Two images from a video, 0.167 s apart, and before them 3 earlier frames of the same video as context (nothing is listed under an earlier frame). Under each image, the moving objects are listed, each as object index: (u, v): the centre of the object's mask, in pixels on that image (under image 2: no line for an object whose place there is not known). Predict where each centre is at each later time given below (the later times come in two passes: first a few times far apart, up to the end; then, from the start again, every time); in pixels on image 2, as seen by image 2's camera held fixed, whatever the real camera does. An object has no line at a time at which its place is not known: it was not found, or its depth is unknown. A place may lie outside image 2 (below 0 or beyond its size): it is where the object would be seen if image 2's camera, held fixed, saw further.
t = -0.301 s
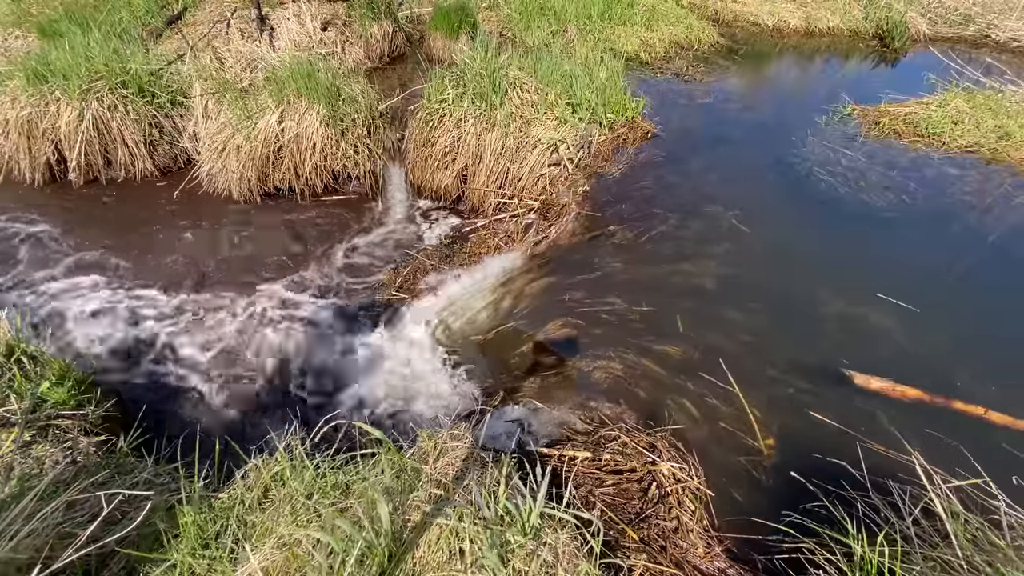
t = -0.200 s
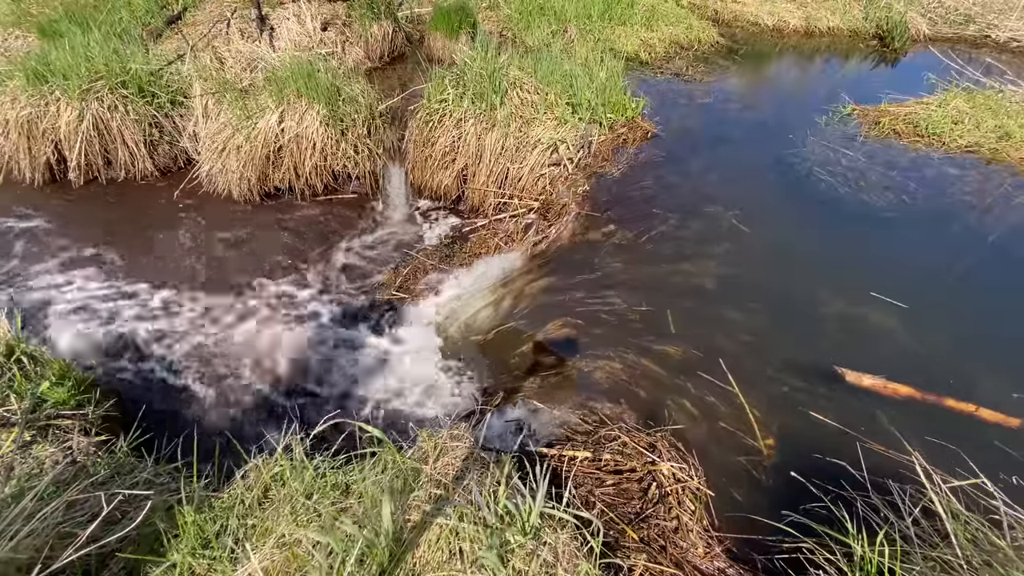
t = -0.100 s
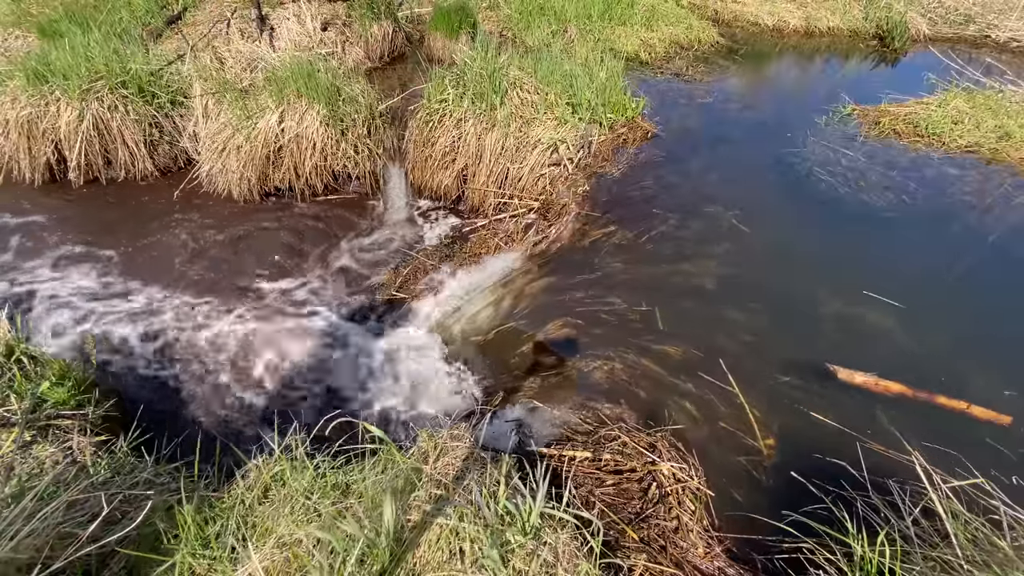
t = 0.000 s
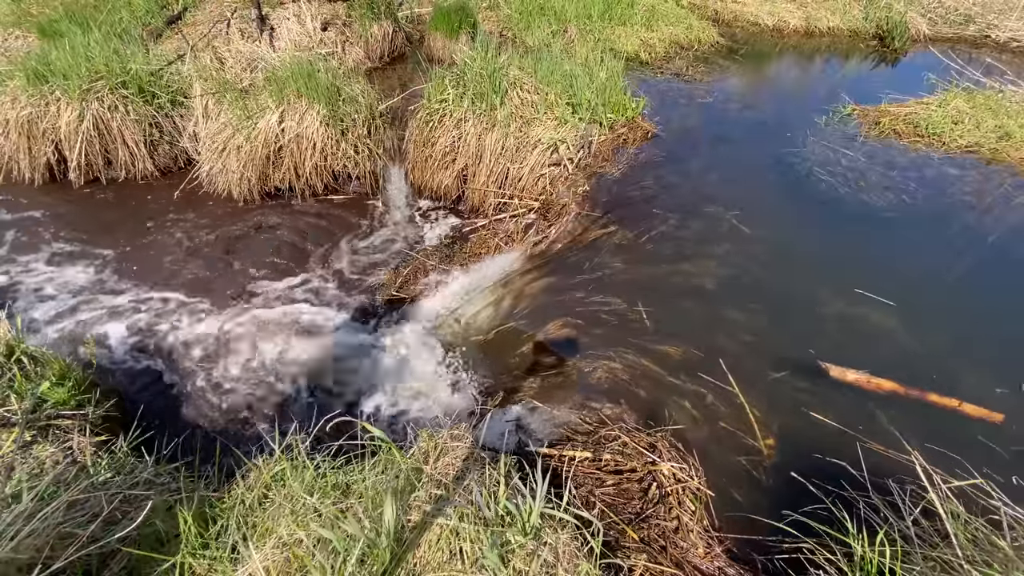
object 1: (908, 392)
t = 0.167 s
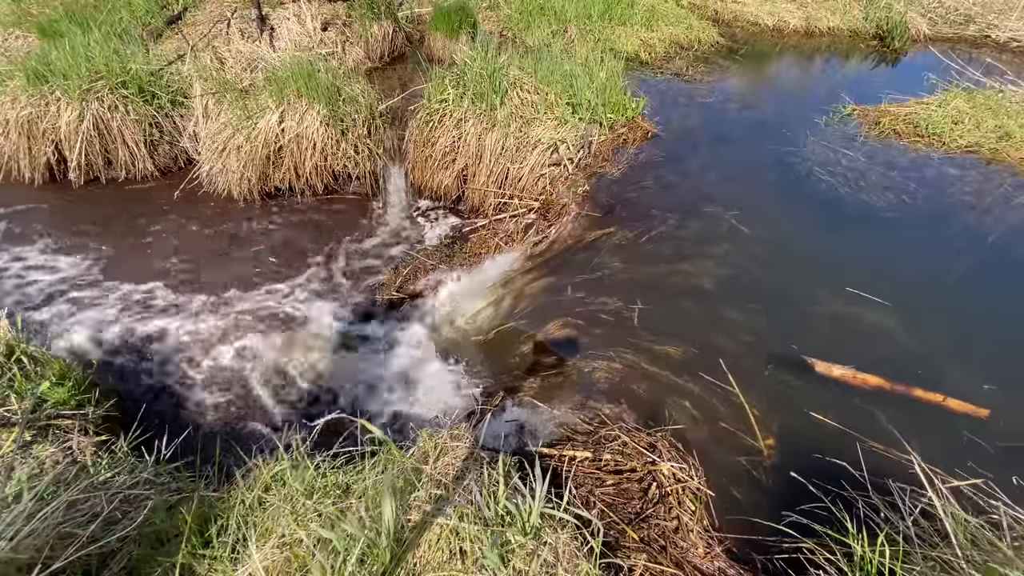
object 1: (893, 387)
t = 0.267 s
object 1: (883, 384)
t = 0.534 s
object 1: (860, 377)
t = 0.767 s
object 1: (837, 370)
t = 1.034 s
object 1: (807, 361)
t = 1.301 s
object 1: (775, 352)
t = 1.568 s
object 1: (739, 342)
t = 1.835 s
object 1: (693, 332)
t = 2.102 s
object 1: (648, 324)
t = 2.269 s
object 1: (633, 317)
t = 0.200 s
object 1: (889, 386)
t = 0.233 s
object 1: (886, 385)
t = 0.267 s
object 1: (883, 384)
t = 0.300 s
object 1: (882, 384)
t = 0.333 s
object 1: (878, 383)
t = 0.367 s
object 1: (875, 382)
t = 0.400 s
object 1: (871, 381)
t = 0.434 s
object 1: (868, 380)
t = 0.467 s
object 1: (866, 379)
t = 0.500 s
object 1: (862, 378)
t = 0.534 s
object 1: (860, 377)
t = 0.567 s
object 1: (856, 376)
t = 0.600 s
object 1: (853, 375)
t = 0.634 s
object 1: (850, 374)
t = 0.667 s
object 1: (846, 373)
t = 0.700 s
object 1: (843, 372)
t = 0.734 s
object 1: (839, 371)
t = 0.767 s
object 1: (837, 370)
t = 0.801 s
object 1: (833, 369)
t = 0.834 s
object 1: (829, 368)
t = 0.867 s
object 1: (825, 367)
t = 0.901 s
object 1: (821, 366)
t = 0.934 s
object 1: (818, 364)
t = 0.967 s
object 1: (814, 364)
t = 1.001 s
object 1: (810, 362)
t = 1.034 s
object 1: (807, 361)
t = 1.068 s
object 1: (803, 360)
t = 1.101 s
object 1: (799, 359)
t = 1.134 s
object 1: (796, 358)
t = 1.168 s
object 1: (792, 357)
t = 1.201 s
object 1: (787, 355)
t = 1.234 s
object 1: (783, 354)
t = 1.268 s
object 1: (779, 353)
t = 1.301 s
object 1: (775, 352)
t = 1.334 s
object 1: (771, 351)
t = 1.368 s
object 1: (767, 350)
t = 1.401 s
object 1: (762, 349)
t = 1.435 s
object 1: (758, 348)
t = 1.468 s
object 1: (753, 346)
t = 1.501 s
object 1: (748, 345)
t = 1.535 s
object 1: (743, 343)
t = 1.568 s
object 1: (739, 342)
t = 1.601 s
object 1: (735, 341)
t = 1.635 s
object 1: (730, 340)
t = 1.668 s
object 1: (724, 339)
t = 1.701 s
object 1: (717, 337)
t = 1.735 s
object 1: (710, 335)
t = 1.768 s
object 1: (704, 334)
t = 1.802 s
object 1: (699, 333)
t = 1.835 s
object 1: (693, 332)
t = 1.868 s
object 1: (687, 331)
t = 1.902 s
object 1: (680, 329)
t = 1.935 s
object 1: (672, 328)
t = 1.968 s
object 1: (664, 326)
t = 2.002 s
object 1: (659, 326)
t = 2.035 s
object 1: (658, 325)
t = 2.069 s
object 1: (655, 325)
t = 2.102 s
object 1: (648, 324)
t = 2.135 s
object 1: (651, 323)
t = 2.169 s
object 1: (652, 323)
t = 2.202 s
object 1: (651, 322)
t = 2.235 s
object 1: (642, 321)
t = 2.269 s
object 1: (633, 317)
